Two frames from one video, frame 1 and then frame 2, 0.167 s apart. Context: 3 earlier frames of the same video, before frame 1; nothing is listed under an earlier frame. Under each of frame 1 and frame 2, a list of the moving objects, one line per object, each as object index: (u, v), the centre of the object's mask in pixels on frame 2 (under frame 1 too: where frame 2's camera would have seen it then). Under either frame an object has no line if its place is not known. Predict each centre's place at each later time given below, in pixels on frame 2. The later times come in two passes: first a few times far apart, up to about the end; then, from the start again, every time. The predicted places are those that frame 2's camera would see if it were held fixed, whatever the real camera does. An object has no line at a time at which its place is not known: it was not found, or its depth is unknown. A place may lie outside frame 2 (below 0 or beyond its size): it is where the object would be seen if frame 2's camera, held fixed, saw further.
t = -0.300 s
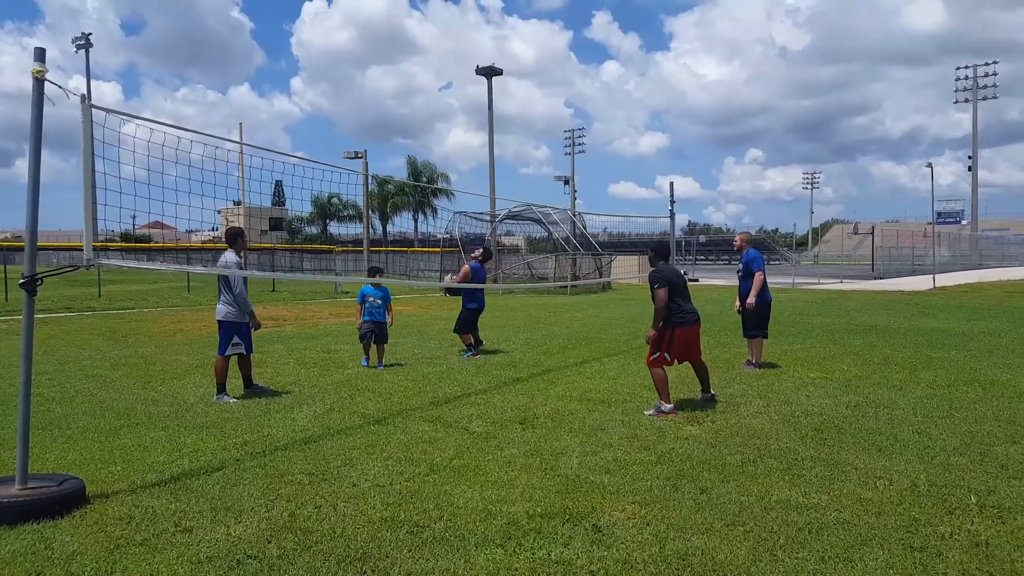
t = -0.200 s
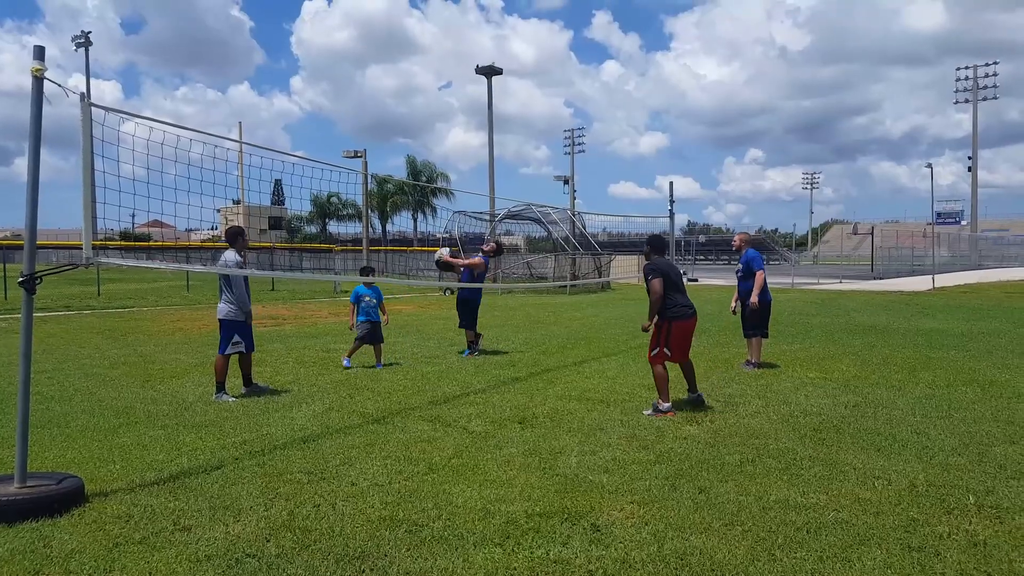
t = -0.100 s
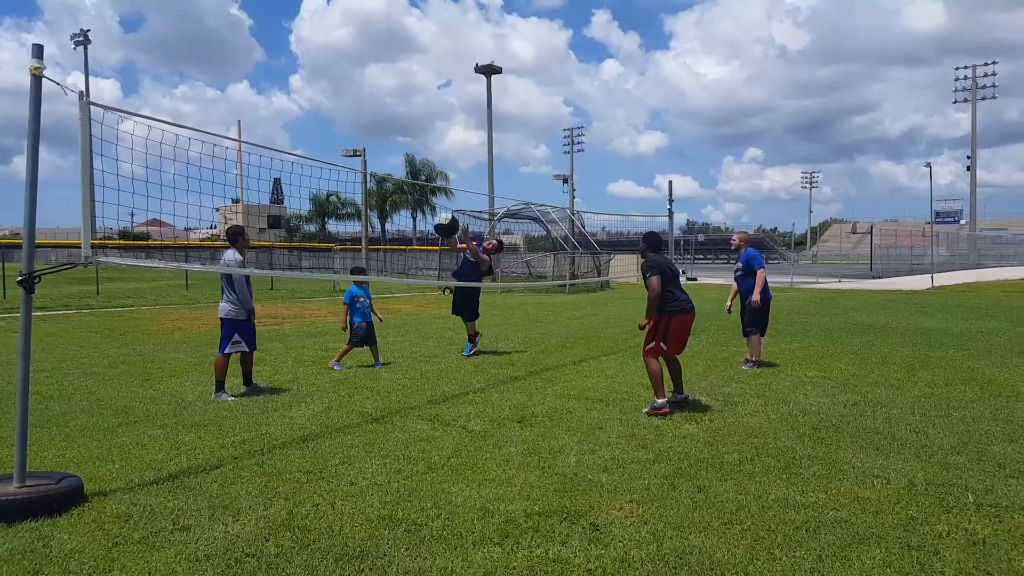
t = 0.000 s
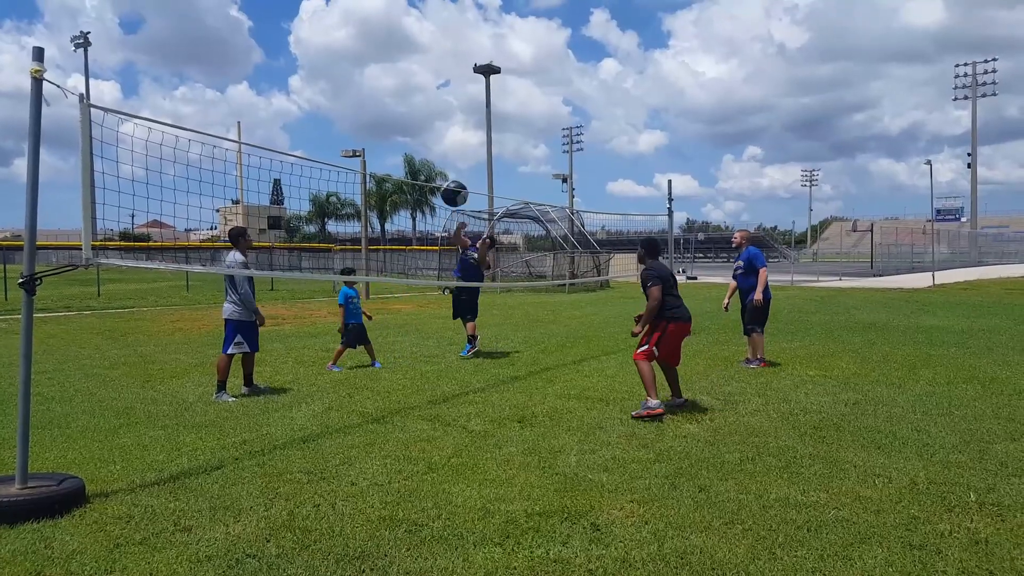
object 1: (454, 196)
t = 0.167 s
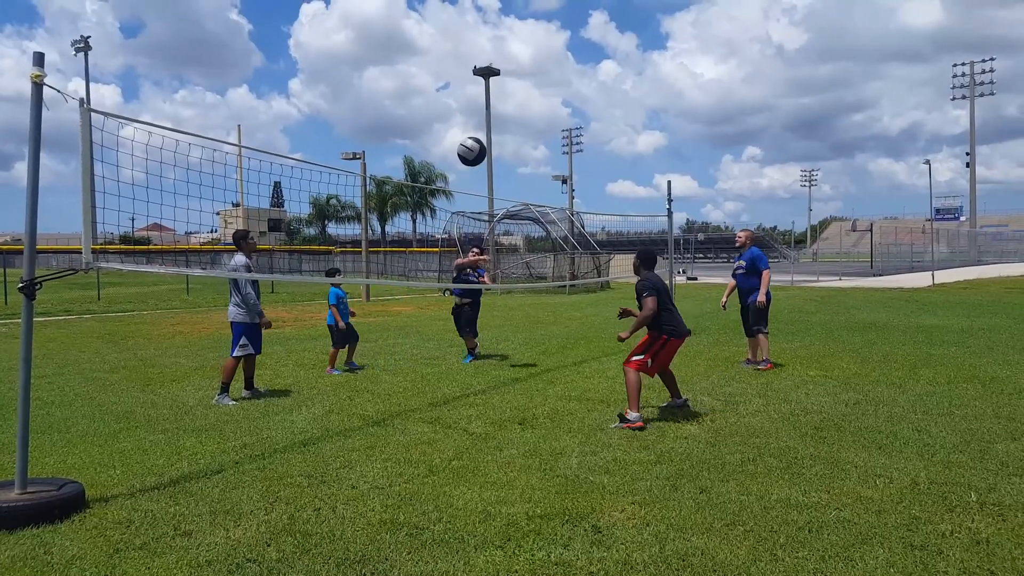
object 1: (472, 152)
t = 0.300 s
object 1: (488, 128)
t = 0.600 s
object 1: (539, 127)
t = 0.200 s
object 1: (475, 145)
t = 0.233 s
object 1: (479, 138)
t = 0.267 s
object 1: (484, 133)
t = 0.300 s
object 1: (488, 128)
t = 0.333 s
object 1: (493, 124)
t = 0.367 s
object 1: (498, 121)
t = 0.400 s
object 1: (503, 119)
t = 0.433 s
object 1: (509, 118)
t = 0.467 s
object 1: (514, 117)
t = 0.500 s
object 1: (520, 118)
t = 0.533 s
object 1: (527, 120)
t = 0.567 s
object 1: (533, 124)
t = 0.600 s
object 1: (539, 127)
